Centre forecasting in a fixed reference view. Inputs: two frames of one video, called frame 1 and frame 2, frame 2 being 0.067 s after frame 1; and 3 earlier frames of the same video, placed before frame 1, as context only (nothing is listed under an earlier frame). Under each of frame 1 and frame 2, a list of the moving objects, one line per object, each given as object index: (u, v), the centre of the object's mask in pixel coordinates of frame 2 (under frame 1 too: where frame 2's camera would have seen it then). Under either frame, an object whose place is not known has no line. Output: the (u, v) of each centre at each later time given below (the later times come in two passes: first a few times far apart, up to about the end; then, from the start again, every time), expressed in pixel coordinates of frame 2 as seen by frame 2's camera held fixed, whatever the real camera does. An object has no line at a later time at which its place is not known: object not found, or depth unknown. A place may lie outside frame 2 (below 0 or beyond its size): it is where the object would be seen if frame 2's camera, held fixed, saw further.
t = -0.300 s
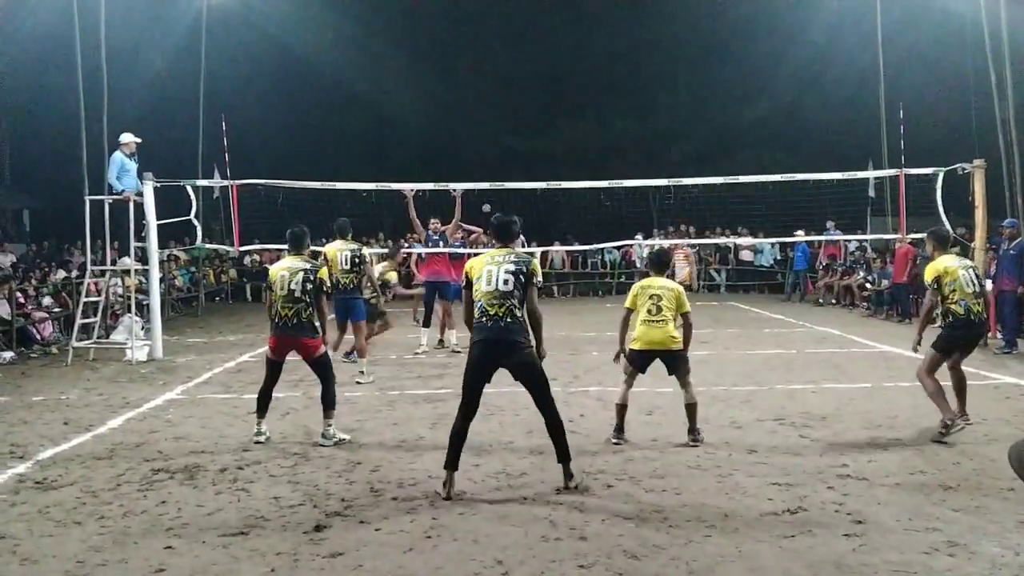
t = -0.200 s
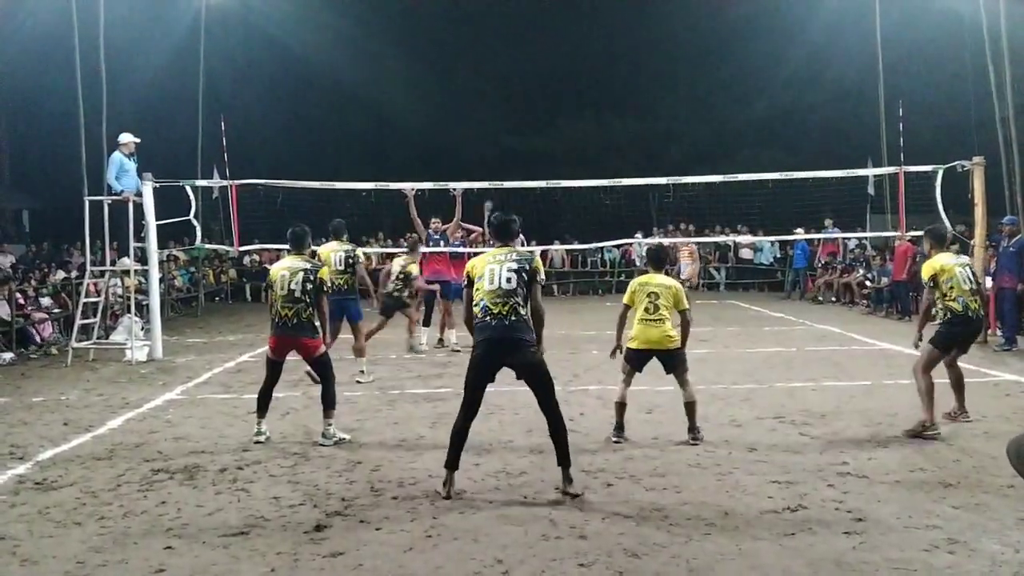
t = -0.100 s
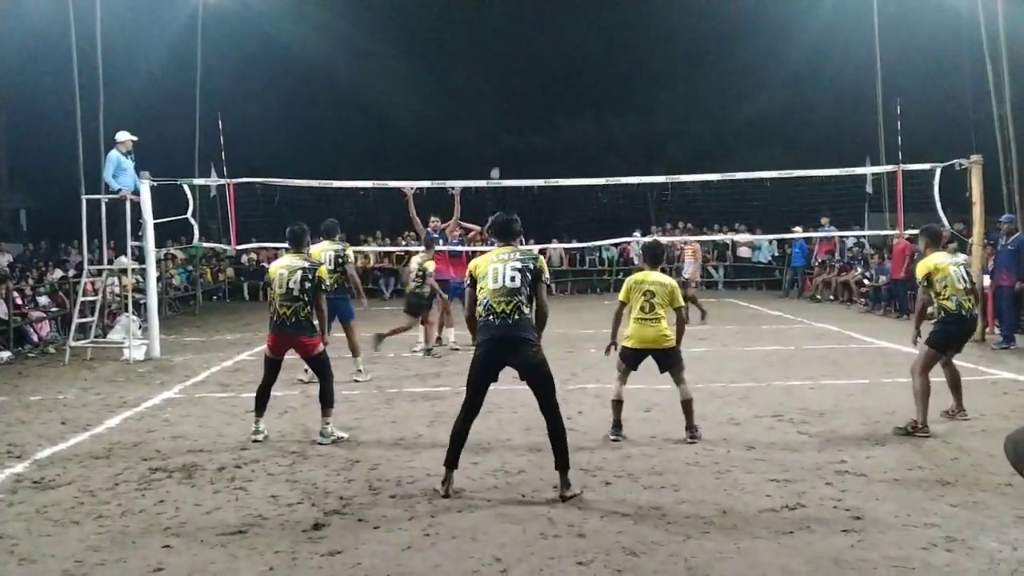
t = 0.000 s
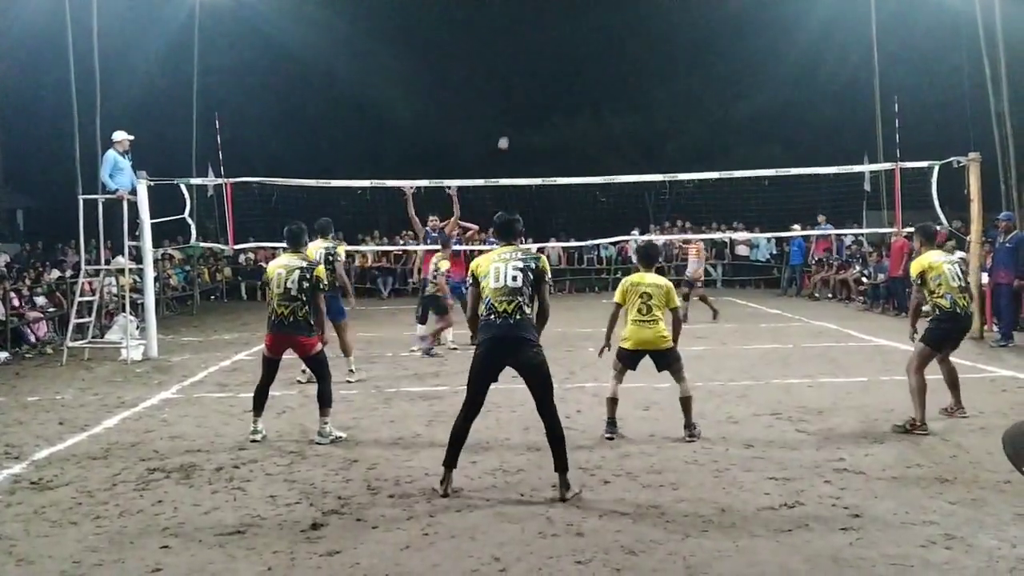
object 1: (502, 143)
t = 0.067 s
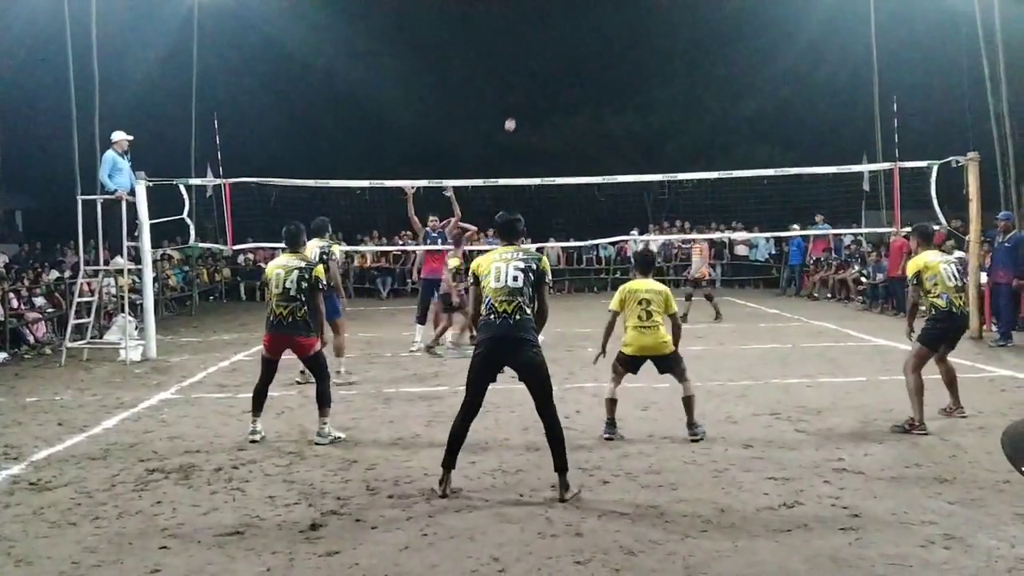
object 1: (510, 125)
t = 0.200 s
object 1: (527, 92)
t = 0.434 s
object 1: (561, 52)
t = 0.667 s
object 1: (601, 44)
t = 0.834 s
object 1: (635, 67)
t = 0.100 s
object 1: (514, 116)
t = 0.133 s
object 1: (518, 108)
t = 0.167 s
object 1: (523, 99)
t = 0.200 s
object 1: (527, 92)
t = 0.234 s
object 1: (532, 84)
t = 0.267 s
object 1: (536, 78)
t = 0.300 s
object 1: (541, 71)
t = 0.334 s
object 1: (546, 65)
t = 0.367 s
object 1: (551, 60)
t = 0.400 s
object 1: (556, 55)
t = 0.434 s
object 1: (561, 52)
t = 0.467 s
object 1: (566, 48)
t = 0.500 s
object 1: (572, 46)
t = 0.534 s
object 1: (577, 44)
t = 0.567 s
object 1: (583, 42)
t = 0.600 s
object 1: (589, 42)
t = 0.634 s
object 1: (595, 42)
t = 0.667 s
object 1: (601, 44)
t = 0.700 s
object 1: (607, 46)
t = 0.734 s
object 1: (614, 50)
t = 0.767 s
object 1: (620, 55)
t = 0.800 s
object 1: (628, 61)
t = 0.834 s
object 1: (635, 67)
